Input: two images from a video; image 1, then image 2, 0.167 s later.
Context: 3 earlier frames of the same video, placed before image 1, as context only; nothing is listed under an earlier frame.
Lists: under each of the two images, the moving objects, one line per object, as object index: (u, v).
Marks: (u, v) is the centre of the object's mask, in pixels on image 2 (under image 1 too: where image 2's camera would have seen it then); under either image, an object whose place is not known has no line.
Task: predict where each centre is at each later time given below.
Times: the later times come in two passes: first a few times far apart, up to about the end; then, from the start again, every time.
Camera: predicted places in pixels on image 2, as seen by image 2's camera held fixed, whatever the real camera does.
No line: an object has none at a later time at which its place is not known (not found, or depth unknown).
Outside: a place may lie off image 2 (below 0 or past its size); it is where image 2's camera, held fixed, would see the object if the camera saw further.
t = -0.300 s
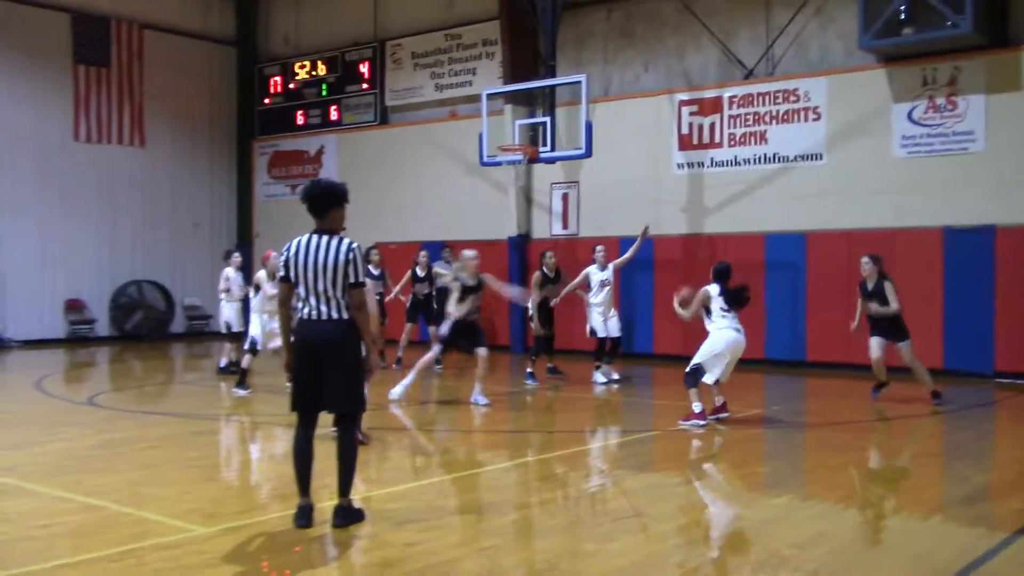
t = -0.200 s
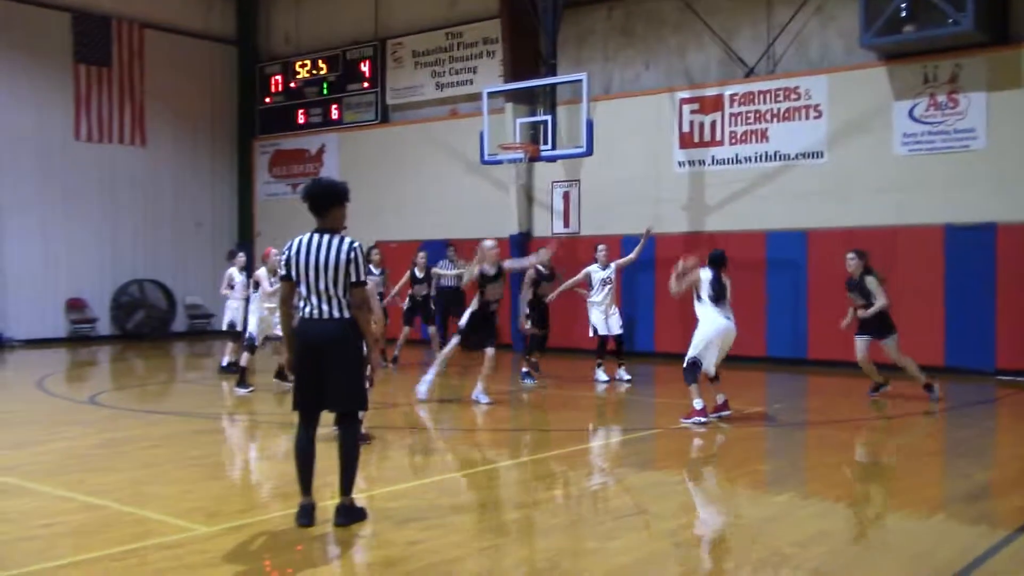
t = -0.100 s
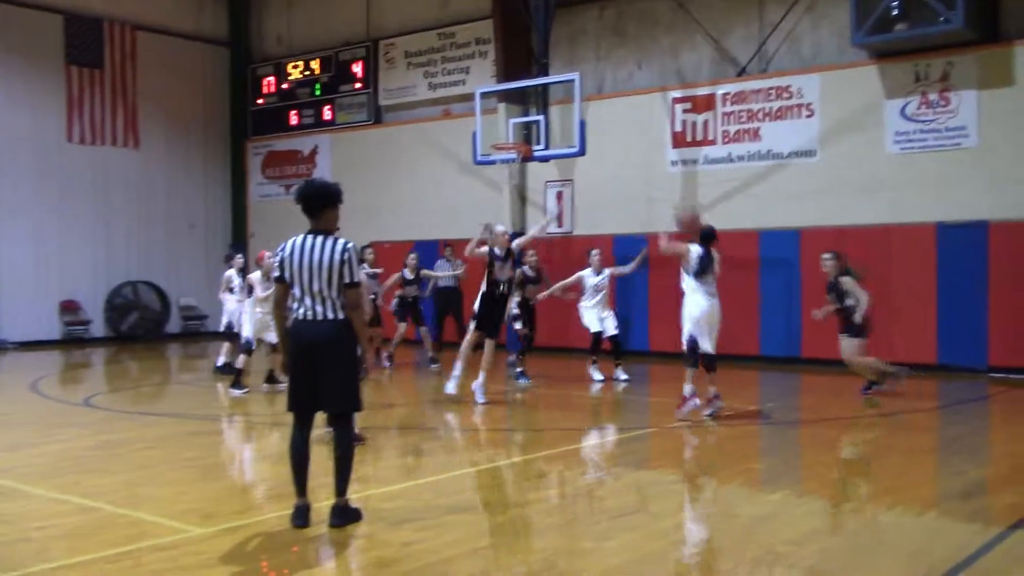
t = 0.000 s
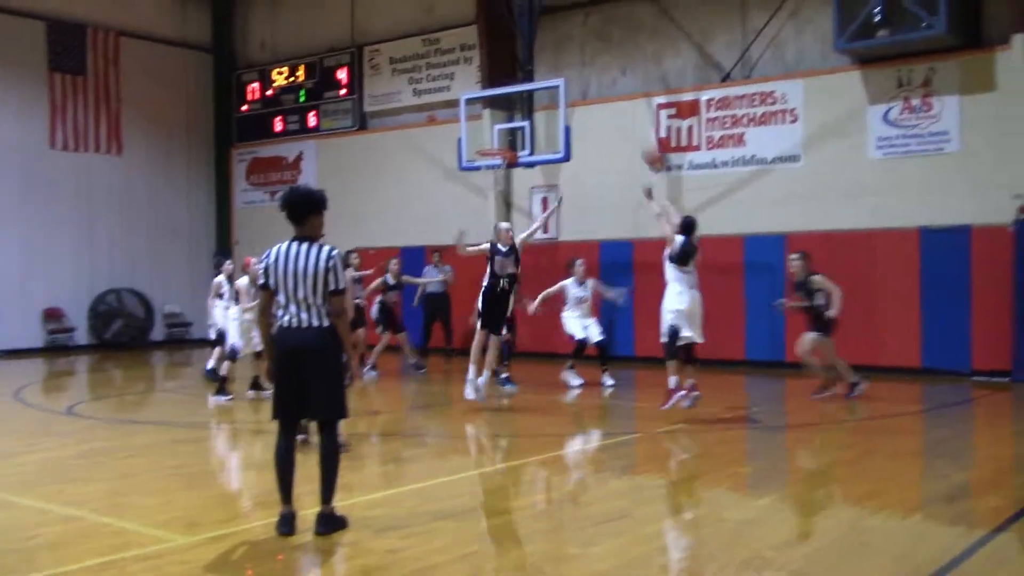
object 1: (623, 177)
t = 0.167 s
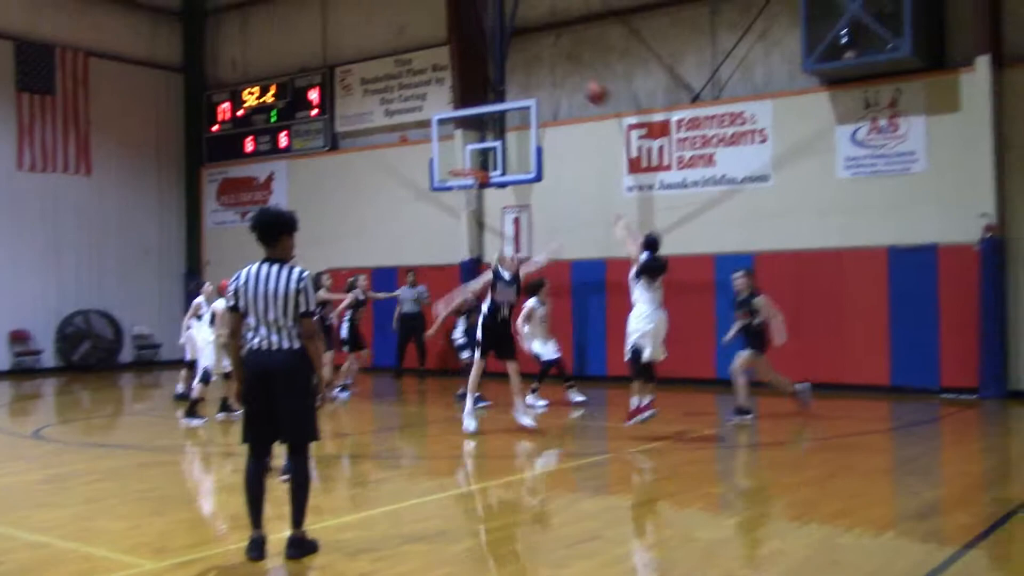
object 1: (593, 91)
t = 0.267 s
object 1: (578, 59)
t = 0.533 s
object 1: (544, 22)
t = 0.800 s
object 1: (515, 46)
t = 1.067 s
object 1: (492, 120)
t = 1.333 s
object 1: (457, 180)
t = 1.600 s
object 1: (483, 218)
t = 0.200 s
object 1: (587, 78)
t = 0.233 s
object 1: (583, 68)
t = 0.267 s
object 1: (578, 59)
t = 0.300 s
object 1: (574, 50)
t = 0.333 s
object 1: (569, 42)
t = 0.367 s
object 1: (565, 36)
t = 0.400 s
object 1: (560, 32)
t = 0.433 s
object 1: (556, 27)
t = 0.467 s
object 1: (551, 24)
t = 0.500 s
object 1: (548, 23)
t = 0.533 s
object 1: (544, 22)
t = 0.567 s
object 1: (540, 22)
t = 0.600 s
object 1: (536, 23)
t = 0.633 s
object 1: (532, 24)
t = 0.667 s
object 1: (528, 27)
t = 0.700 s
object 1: (524, 30)
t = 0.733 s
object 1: (522, 36)
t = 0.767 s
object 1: (519, 41)
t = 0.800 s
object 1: (515, 46)
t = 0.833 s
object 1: (513, 52)
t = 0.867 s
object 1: (509, 62)
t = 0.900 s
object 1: (507, 71)
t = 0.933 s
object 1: (503, 79)
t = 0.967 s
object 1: (501, 88)
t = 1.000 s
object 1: (499, 96)
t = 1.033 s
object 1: (495, 110)
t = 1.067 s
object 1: (492, 120)
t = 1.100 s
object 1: (489, 132)
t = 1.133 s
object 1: (487, 142)
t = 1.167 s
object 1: (481, 153)
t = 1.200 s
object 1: (474, 165)
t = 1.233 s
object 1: (469, 165)
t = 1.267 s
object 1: (458, 171)
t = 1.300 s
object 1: (456, 175)
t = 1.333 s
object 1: (457, 180)
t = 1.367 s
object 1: (461, 183)
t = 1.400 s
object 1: (466, 188)
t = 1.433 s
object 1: (468, 193)
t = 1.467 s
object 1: (472, 195)
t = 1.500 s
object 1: (475, 204)
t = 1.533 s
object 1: (477, 206)
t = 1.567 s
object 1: (480, 212)
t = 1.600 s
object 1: (483, 218)
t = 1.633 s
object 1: (486, 224)
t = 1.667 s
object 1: (488, 232)
